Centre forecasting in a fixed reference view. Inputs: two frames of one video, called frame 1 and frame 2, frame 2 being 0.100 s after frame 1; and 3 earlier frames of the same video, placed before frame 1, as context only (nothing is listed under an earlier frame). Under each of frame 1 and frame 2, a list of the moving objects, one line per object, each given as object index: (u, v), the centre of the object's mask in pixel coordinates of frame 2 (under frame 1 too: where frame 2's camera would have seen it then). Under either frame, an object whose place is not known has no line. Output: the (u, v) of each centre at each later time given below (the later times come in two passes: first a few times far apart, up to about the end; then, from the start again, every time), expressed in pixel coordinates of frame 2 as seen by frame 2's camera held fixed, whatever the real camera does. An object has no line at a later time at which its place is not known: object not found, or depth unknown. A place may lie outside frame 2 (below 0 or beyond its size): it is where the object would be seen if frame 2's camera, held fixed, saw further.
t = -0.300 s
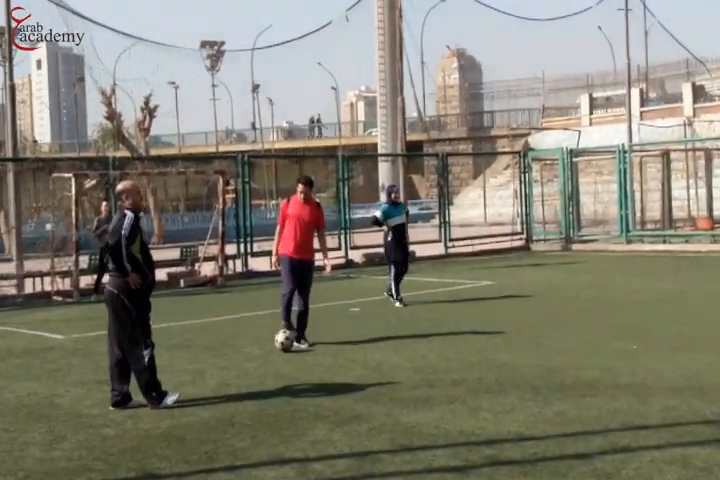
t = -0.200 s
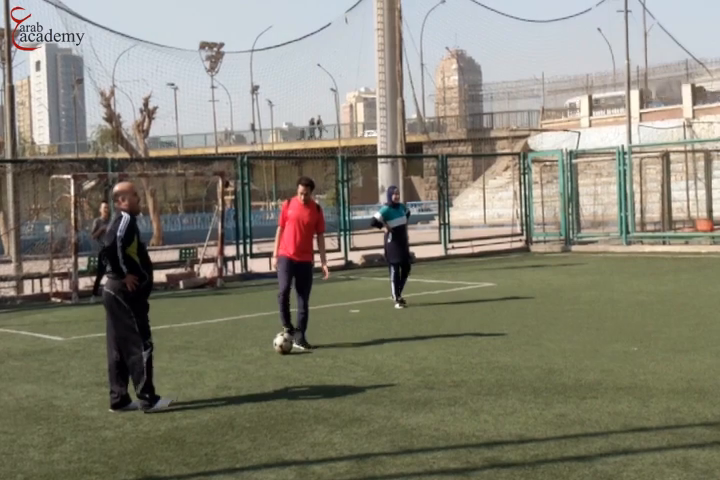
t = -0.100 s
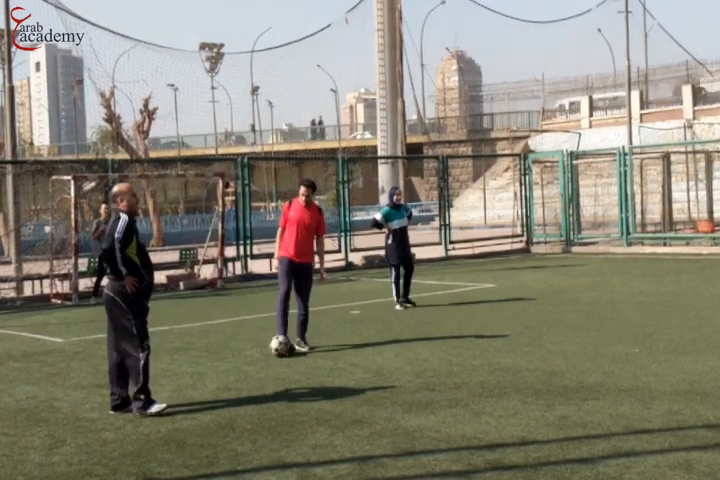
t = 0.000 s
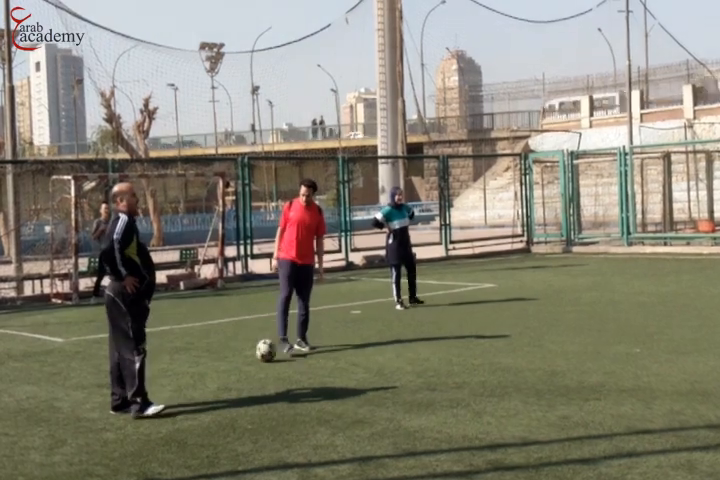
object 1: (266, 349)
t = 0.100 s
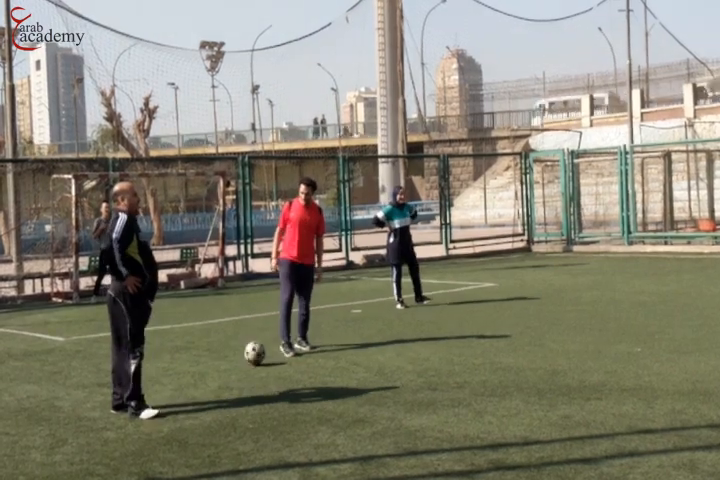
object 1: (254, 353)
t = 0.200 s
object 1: (244, 357)
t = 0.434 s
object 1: (221, 366)
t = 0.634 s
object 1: (201, 375)
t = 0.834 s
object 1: (180, 383)
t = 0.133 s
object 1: (251, 355)
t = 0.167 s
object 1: (247, 357)
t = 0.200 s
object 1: (244, 357)
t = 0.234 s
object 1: (241, 359)
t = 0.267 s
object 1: (237, 360)
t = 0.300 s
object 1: (234, 361)
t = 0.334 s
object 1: (231, 363)
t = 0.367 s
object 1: (228, 364)
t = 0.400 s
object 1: (224, 365)
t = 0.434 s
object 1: (221, 366)
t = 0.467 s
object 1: (218, 367)
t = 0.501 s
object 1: (214, 370)
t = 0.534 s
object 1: (211, 371)
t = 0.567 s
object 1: (208, 372)
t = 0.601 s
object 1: (204, 374)
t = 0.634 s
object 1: (201, 375)
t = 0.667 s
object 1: (198, 376)
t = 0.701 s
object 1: (194, 377)
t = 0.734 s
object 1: (191, 379)
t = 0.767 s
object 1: (188, 381)
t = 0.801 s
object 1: (184, 382)
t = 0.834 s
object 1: (180, 383)
